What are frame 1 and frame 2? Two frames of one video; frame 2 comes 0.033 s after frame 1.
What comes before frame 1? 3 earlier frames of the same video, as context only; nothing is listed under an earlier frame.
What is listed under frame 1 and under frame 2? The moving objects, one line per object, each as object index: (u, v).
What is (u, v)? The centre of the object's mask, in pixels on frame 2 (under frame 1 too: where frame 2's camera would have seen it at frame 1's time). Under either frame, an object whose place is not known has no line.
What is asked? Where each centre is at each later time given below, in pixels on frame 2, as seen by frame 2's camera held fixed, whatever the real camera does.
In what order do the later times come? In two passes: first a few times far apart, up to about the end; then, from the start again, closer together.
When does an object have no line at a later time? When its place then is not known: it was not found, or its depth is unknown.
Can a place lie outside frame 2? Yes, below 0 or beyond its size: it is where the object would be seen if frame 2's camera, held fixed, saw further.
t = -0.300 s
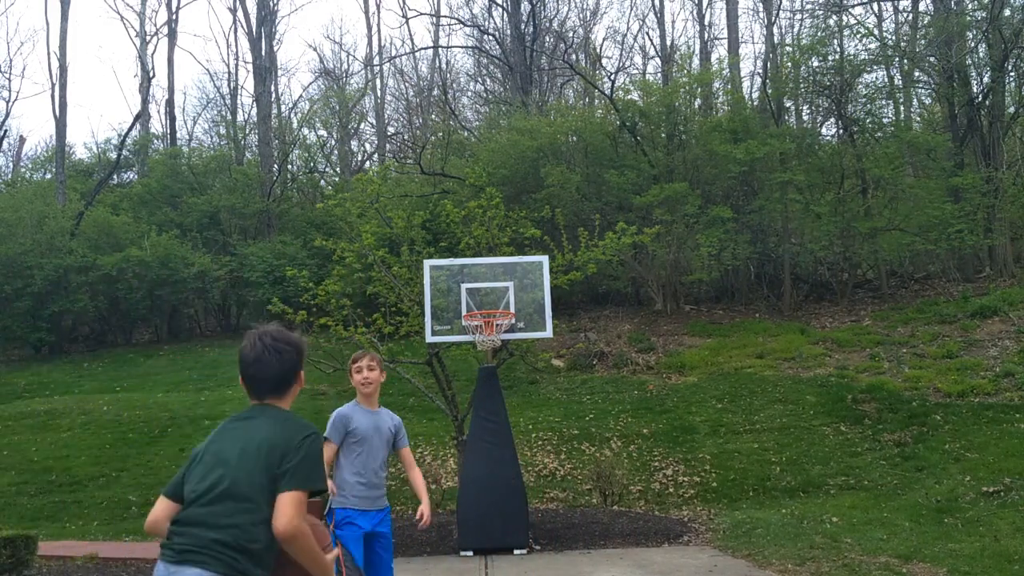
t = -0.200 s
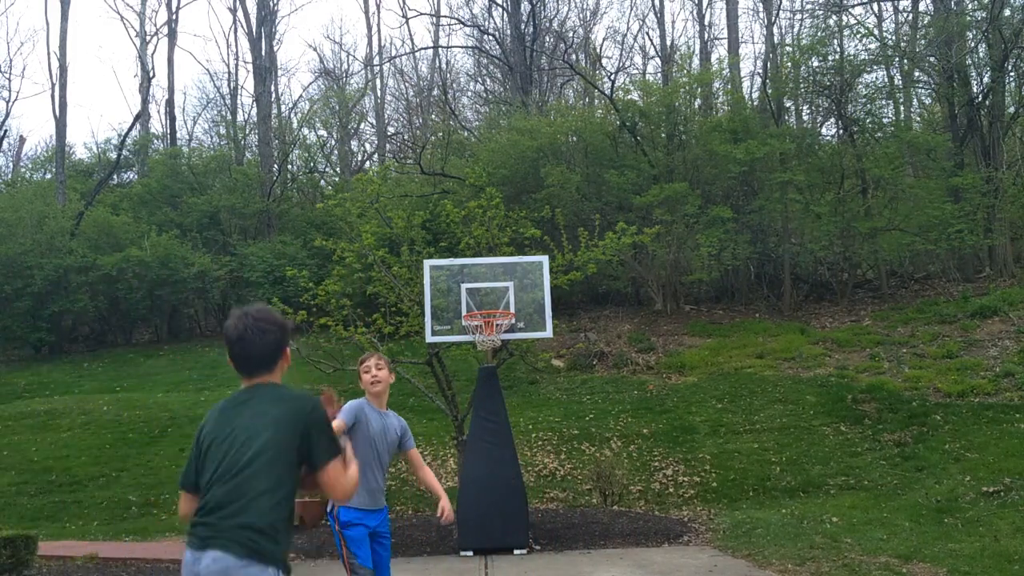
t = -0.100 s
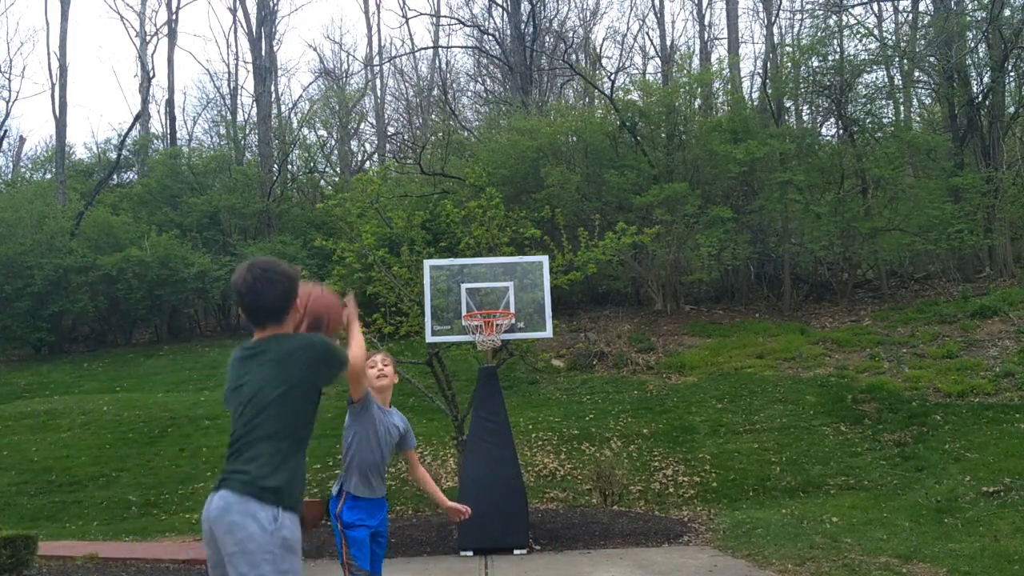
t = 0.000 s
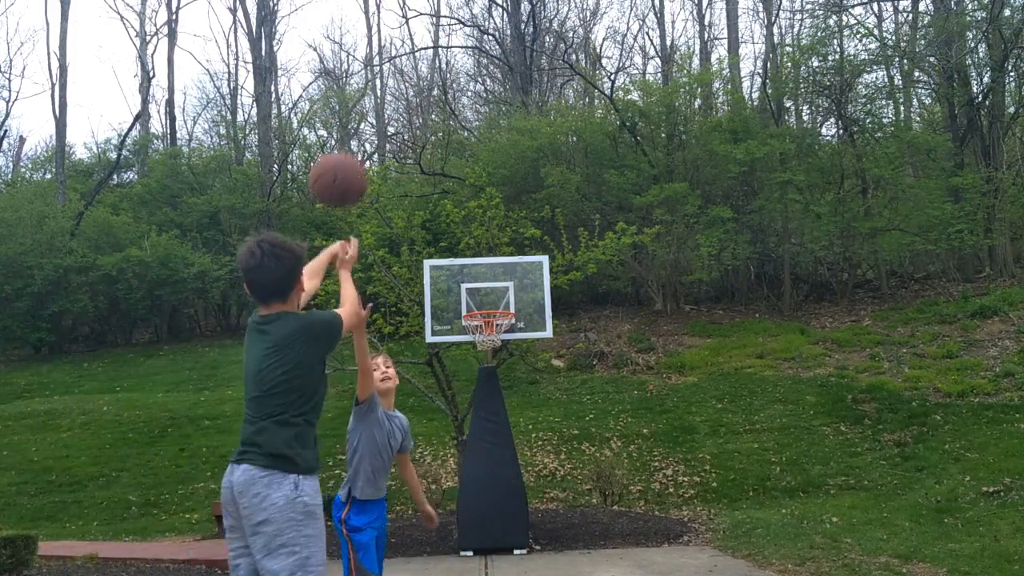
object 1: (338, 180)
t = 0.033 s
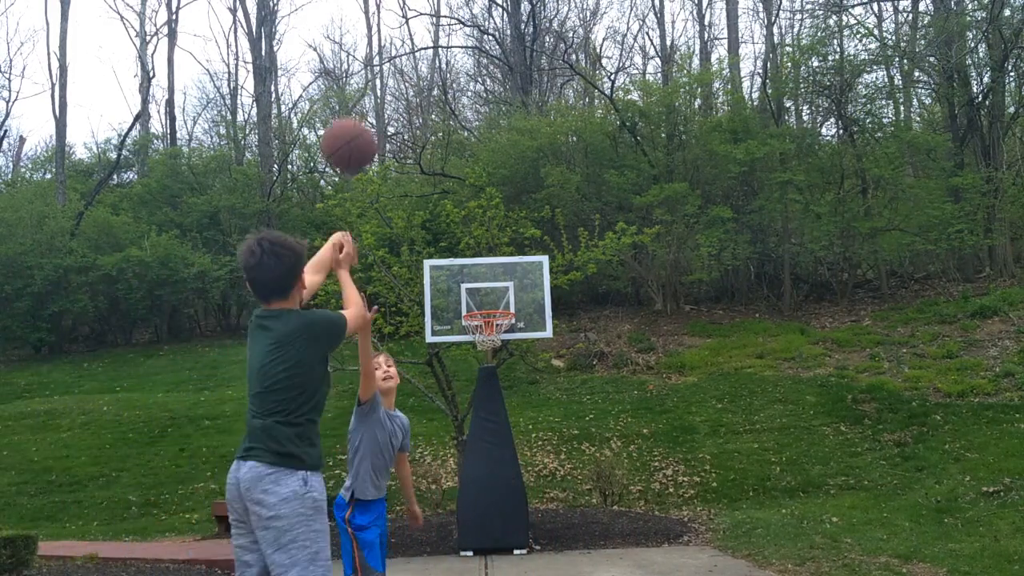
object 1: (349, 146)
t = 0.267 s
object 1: (401, 18)
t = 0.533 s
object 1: (436, 15)
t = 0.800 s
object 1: (459, 96)
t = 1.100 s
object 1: (480, 247)
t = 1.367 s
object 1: (488, 265)
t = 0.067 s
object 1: (359, 115)
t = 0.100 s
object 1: (367, 91)
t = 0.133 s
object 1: (375, 69)
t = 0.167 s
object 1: (382, 51)
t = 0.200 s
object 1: (389, 36)
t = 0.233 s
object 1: (395, 25)
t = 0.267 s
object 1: (401, 18)
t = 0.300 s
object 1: (407, 14)
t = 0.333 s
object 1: (412, 11)
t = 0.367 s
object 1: (416, 10)
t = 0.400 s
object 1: (421, 9)
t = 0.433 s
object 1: (425, 9)
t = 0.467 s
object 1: (429, 10)
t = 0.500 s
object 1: (432, 12)
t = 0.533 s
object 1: (436, 15)
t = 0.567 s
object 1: (439, 21)
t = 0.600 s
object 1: (442, 28)
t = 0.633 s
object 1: (445, 37)
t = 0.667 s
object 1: (448, 47)
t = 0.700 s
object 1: (451, 58)
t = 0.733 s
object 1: (454, 70)
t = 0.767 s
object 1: (457, 83)
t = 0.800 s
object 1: (459, 96)
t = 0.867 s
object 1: (463, 126)
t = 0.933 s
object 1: (469, 156)
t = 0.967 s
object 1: (472, 174)
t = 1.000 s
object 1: (474, 191)
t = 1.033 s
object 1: (476, 209)
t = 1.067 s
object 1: (478, 228)
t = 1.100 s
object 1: (480, 247)
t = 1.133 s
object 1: (482, 267)
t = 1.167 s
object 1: (485, 288)
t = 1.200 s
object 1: (487, 303)
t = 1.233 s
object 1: (487, 301)
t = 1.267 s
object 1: (487, 291)
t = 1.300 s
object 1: (488, 281)
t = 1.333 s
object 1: (488, 273)
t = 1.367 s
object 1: (488, 265)
